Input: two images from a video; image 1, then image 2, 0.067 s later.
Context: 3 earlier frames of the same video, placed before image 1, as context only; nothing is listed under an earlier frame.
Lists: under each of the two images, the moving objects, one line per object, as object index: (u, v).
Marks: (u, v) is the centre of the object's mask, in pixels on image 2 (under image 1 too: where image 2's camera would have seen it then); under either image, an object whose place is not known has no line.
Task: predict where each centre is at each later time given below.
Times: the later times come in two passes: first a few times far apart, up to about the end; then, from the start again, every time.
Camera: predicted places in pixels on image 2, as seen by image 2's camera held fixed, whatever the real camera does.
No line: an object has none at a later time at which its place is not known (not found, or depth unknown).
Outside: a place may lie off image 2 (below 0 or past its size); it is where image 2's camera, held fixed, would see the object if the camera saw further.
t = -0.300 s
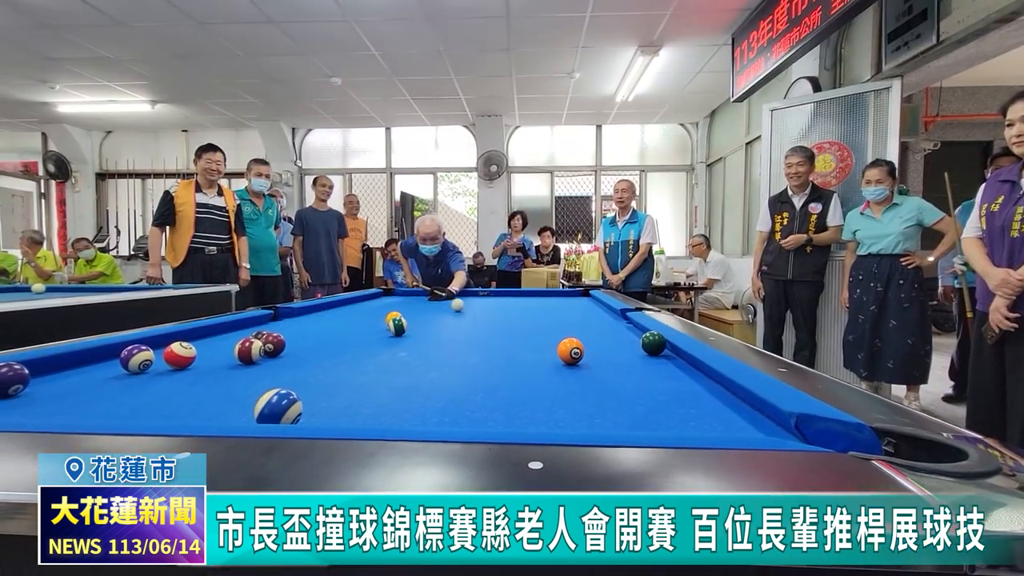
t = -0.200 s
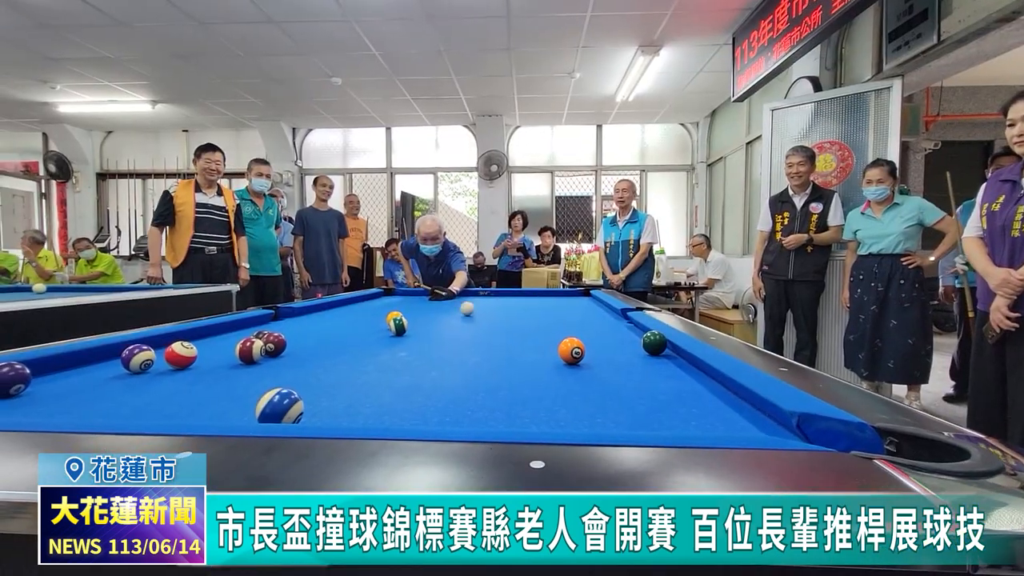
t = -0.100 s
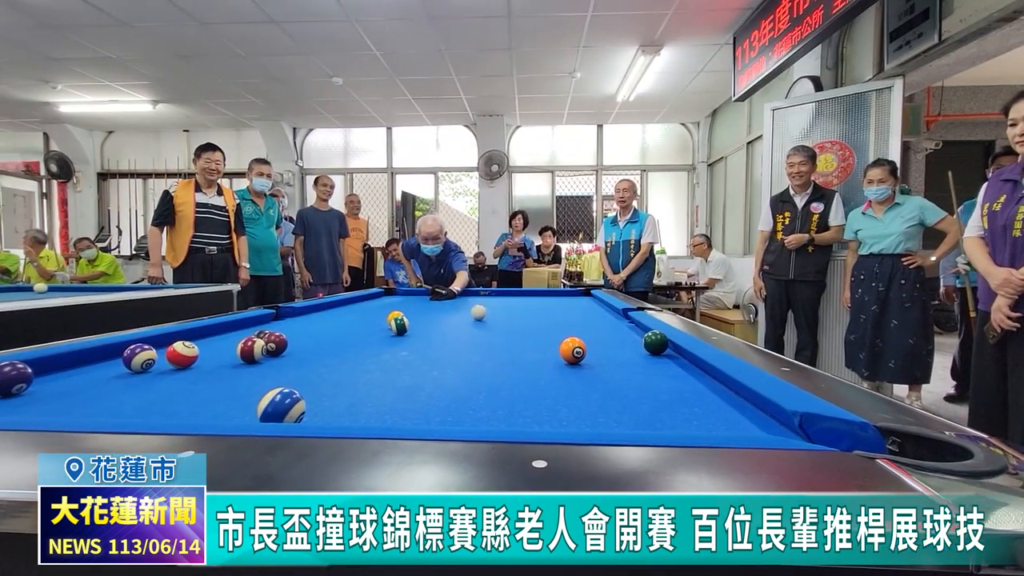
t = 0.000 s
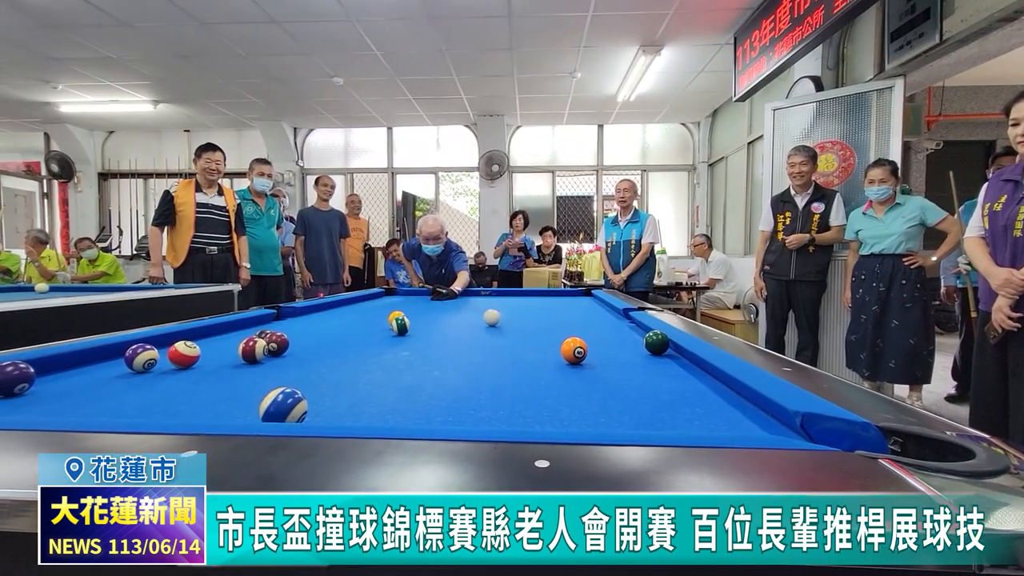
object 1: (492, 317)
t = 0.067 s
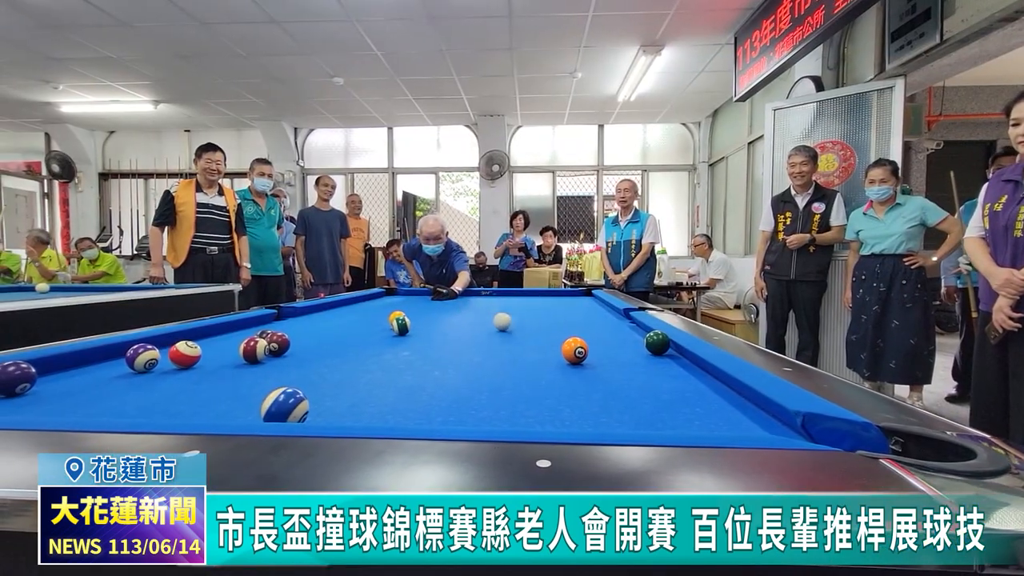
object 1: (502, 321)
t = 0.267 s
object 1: (541, 337)
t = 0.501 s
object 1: (571, 349)
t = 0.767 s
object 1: (592, 358)
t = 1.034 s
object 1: (616, 369)
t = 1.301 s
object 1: (644, 382)
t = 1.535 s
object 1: (672, 395)
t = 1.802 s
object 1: (709, 409)
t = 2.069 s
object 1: (750, 419)
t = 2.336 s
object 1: (781, 421)
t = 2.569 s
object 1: (796, 421)
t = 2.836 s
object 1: (804, 422)
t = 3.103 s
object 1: (802, 424)
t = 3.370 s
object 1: (797, 425)
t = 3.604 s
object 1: (794, 425)
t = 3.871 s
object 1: (791, 425)
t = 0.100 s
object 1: (507, 324)
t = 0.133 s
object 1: (513, 326)
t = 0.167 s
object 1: (519, 329)
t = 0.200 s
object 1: (526, 331)
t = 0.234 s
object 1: (534, 334)
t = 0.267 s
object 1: (541, 337)
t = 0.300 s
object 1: (549, 340)
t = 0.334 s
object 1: (556, 343)
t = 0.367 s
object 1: (562, 345)
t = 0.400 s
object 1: (564, 346)
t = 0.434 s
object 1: (566, 347)
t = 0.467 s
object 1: (568, 348)
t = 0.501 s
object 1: (571, 349)
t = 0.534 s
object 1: (573, 350)
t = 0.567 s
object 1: (576, 351)
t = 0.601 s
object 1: (578, 352)
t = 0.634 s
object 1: (581, 353)
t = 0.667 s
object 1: (584, 354)
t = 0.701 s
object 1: (586, 355)
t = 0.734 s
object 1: (589, 357)
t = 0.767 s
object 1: (592, 358)
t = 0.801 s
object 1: (594, 359)
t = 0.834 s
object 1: (597, 361)
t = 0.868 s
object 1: (600, 362)
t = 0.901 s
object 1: (603, 363)
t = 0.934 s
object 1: (606, 365)
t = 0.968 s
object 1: (609, 366)
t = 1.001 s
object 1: (612, 367)
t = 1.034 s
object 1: (616, 369)
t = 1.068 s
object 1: (619, 371)
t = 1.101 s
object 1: (622, 372)
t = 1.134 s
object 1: (626, 374)
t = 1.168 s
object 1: (629, 375)
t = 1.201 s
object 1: (633, 377)
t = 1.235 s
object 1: (636, 378)
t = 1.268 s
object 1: (640, 380)
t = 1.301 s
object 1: (644, 382)
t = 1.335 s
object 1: (647, 384)
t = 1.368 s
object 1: (651, 385)
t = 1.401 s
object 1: (655, 387)
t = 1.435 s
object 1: (659, 389)
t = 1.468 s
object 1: (663, 391)
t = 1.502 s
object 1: (668, 393)
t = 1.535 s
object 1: (672, 395)
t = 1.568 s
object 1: (676, 397)
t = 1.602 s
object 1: (681, 399)
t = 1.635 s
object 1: (685, 400)
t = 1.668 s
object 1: (690, 402)
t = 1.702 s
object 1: (694, 404)
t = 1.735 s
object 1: (699, 406)
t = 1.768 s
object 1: (704, 407)
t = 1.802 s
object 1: (709, 409)
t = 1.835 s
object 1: (713, 410)
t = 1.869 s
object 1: (718, 411)
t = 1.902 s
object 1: (723, 413)
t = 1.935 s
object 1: (729, 413)
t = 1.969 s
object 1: (734, 415)
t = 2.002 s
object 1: (739, 416)
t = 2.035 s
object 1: (745, 417)
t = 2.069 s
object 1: (750, 419)
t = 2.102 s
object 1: (756, 420)
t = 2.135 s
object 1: (762, 421)
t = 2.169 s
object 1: (766, 421)
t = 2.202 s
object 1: (769, 421)
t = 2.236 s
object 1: (772, 421)
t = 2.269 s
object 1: (775, 421)
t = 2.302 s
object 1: (778, 421)
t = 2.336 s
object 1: (781, 421)
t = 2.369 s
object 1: (784, 420)
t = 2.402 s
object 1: (786, 420)
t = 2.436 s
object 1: (788, 420)
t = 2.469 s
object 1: (790, 420)
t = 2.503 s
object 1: (792, 420)
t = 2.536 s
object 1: (794, 421)
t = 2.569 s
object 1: (796, 421)
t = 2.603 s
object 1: (797, 421)
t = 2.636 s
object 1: (798, 421)
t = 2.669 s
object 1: (800, 421)
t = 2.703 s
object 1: (801, 421)
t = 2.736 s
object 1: (802, 421)
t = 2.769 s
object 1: (803, 421)
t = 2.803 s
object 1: (804, 422)
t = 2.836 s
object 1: (804, 422)
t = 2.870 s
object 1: (804, 422)
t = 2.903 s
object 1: (804, 422)
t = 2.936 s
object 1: (803, 423)
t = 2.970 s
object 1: (803, 423)
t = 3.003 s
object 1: (803, 423)
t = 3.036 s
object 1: (802, 424)
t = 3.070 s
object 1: (802, 424)
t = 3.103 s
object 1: (802, 424)
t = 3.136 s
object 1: (801, 424)
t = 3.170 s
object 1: (801, 424)
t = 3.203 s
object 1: (801, 425)
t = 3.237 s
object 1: (800, 425)
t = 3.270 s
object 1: (799, 425)
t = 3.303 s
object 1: (799, 425)
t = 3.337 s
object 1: (798, 425)
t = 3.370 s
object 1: (797, 425)
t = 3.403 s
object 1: (797, 425)
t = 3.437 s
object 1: (796, 425)
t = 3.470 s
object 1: (796, 425)
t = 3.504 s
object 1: (795, 425)
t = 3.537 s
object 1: (795, 425)
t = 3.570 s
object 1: (795, 425)
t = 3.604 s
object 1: (794, 425)
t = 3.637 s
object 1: (794, 425)
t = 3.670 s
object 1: (793, 425)
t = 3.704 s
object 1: (793, 425)
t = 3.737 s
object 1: (793, 425)
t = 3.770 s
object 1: (792, 425)
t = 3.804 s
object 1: (792, 425)
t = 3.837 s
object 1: (791, 425)
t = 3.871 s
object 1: (791, 425)
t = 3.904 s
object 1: (790, 425)
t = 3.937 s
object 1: (789, 425)
